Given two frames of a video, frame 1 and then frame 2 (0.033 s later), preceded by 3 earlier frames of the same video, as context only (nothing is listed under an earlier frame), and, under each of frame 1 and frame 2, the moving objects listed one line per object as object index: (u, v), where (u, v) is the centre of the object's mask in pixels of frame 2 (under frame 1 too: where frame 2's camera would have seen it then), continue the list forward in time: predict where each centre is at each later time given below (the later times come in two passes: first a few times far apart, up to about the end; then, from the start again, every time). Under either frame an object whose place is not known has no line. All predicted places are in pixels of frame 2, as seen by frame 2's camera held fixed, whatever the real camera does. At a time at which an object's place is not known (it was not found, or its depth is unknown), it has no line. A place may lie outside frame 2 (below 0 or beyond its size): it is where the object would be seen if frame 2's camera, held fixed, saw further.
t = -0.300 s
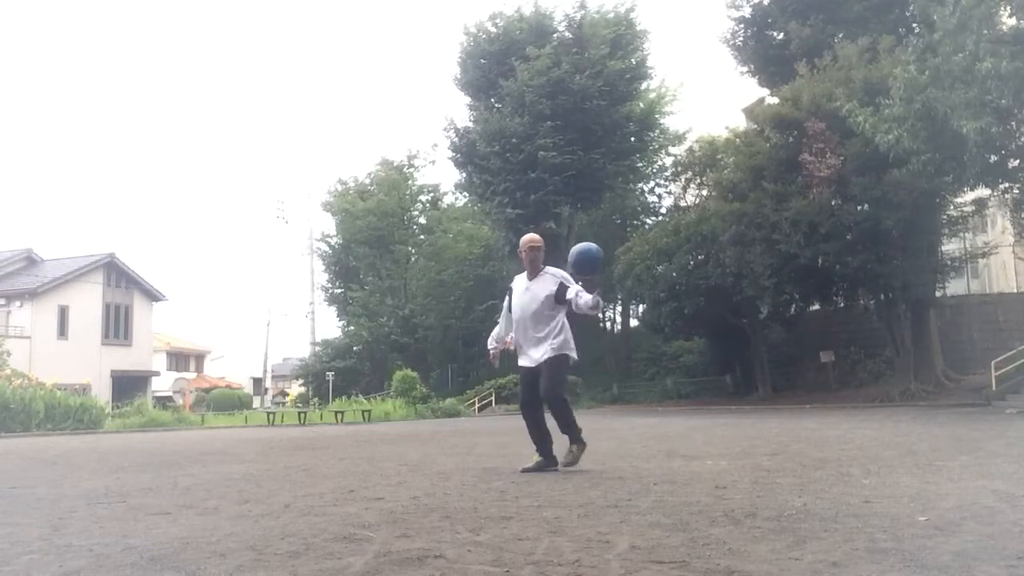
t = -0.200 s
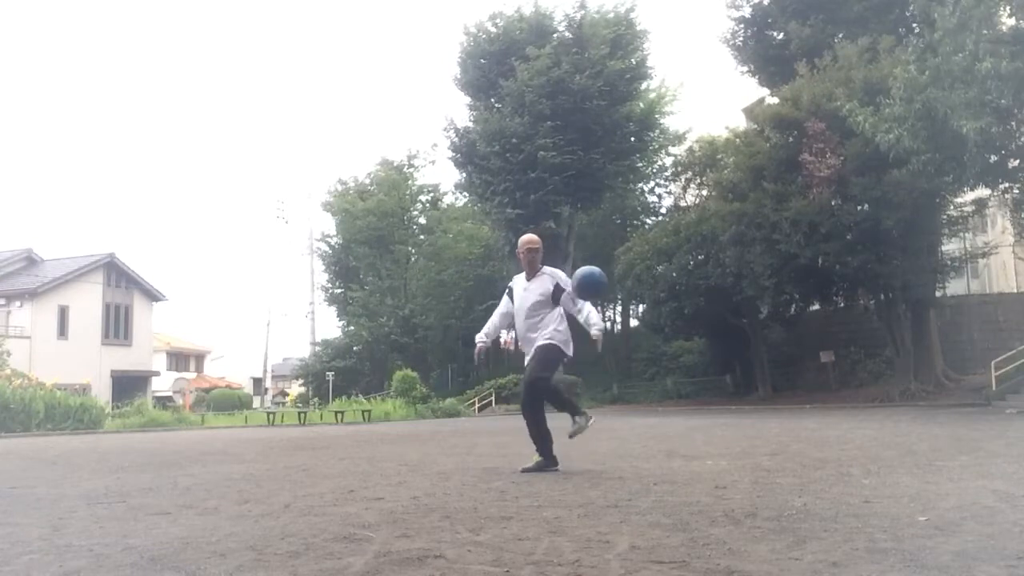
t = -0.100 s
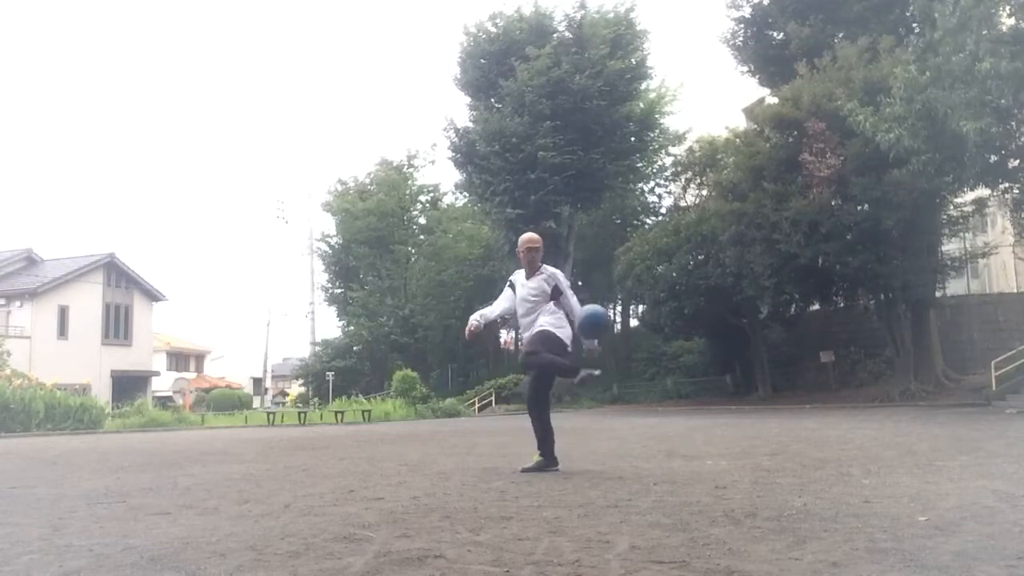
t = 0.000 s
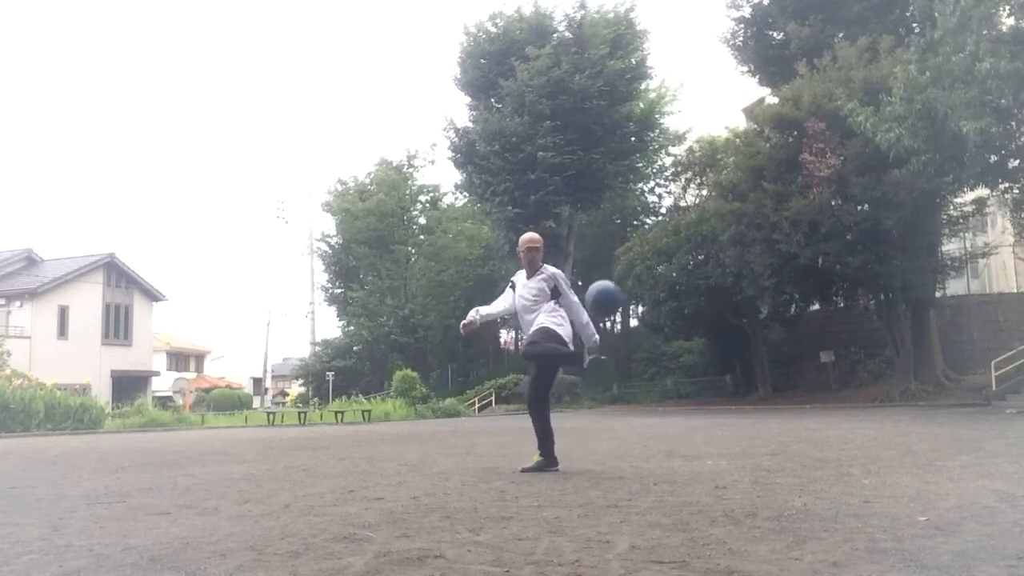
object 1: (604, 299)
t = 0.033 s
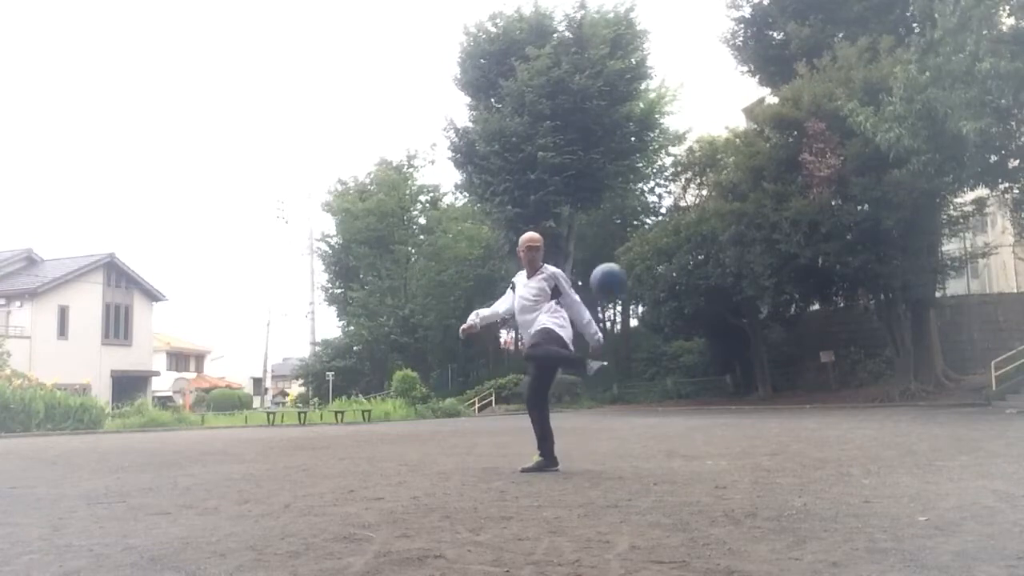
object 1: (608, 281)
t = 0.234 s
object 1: (640, 215)
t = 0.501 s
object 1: (685, 226)
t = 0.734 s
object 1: (732, 336)
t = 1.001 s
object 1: (767, 378)
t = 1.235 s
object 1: (772, 277)
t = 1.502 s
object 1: (787, 286)
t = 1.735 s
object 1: (812, 401)
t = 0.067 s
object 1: (611, 265)
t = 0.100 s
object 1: (617, 251)
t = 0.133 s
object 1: (623, 240)
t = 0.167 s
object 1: (629, 230)
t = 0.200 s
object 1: (634, 223)
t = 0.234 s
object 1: (640, 215)
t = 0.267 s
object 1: (645, 212)
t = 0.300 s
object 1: (651, 208)
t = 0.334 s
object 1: (656, 207)
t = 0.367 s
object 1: (661, 208)
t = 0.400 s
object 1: (667, 210)
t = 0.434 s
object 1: (673, 213)
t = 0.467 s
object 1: (678, 219)
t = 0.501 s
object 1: (685, 226)
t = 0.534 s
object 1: (690, 236)
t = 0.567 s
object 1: (697, 247)
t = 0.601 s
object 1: (702, 262)
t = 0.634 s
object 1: (711, 278)
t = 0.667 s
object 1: (717, 295)
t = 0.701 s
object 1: (724, 314)
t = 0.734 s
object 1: (732, 336)
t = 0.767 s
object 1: (739, 358)
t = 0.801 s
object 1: (746, 382)
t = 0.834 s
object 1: (754, 410)
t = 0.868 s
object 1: (762, 440)
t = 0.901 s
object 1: (768, 457)
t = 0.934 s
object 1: (767, 428)
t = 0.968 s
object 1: (767, 402)
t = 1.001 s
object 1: (767, 378)
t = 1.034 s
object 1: (767, 359)
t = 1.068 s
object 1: (768, 339)
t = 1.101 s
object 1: (769, 323)
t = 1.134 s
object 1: (770, 308)
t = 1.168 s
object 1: (771, 297)
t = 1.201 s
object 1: (771, 286)
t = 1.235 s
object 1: (772, 277)
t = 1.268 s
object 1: (774, 272)
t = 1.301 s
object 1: (775, 268)
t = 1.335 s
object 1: (777, 266)
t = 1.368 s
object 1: (778, 266)
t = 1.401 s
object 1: (780, 267)
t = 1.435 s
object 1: (783, 272)
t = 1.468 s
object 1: (785, 276)
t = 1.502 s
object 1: (787, 286)
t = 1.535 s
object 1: (790, 296)
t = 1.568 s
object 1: (794, 308)
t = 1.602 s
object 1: (797, 323)
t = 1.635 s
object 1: (800, 337)
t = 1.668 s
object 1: (804, 355)
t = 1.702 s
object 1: (808, 377)
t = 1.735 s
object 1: (812, 401)
